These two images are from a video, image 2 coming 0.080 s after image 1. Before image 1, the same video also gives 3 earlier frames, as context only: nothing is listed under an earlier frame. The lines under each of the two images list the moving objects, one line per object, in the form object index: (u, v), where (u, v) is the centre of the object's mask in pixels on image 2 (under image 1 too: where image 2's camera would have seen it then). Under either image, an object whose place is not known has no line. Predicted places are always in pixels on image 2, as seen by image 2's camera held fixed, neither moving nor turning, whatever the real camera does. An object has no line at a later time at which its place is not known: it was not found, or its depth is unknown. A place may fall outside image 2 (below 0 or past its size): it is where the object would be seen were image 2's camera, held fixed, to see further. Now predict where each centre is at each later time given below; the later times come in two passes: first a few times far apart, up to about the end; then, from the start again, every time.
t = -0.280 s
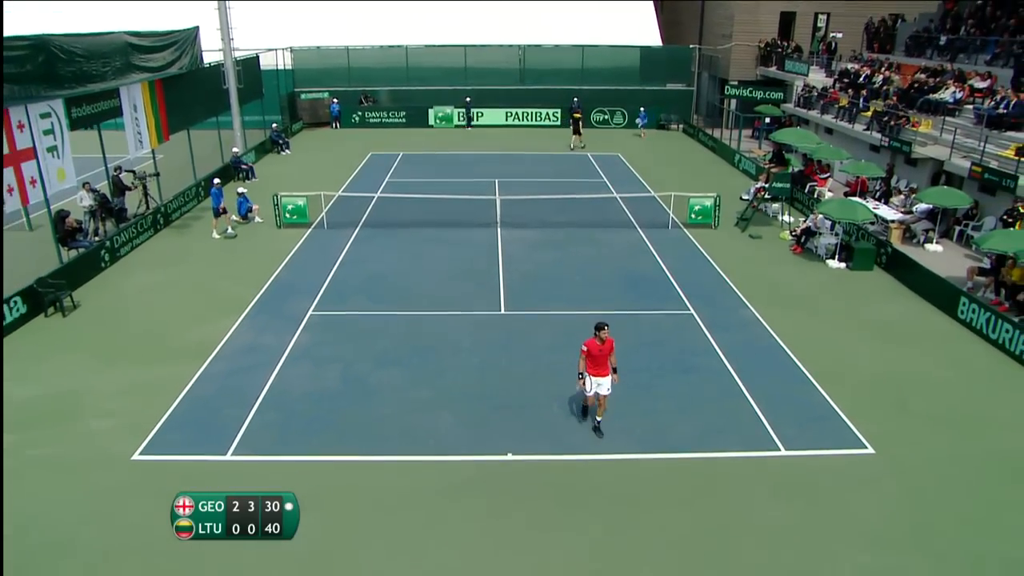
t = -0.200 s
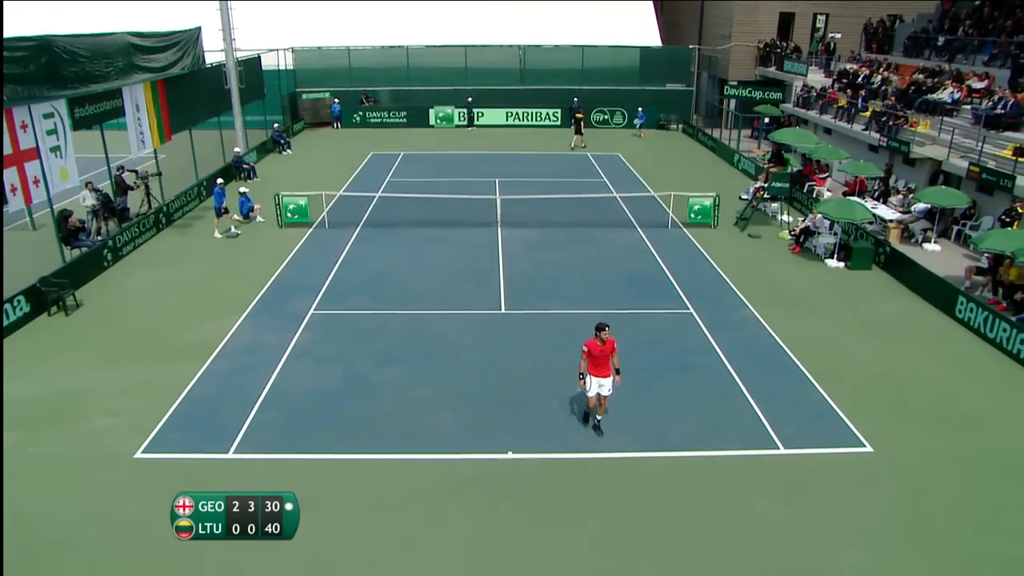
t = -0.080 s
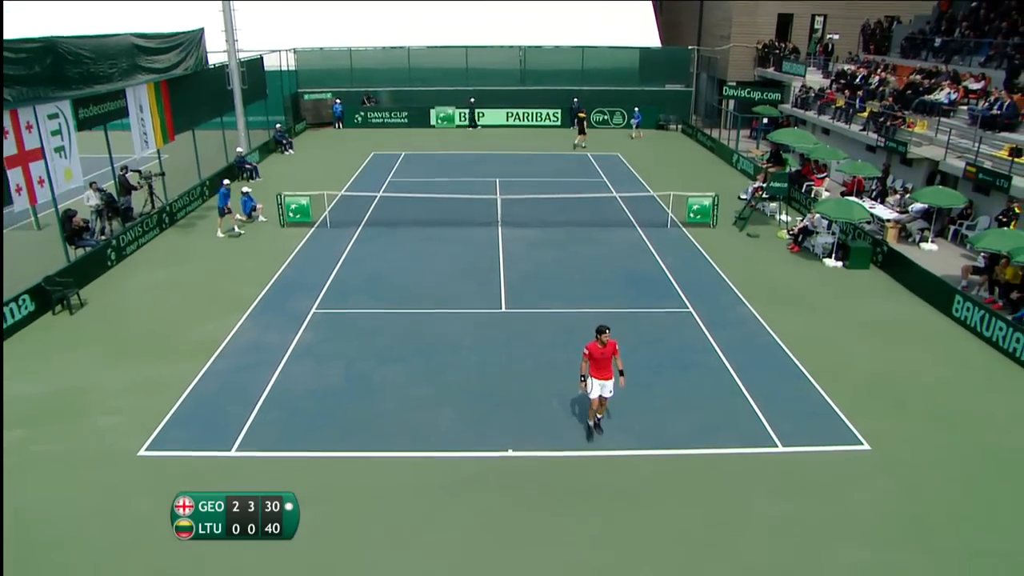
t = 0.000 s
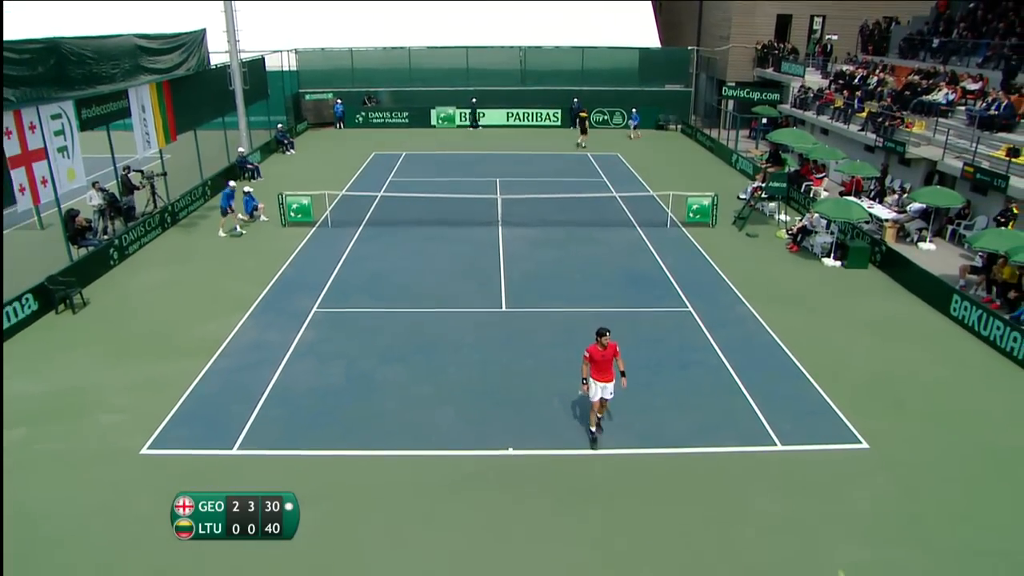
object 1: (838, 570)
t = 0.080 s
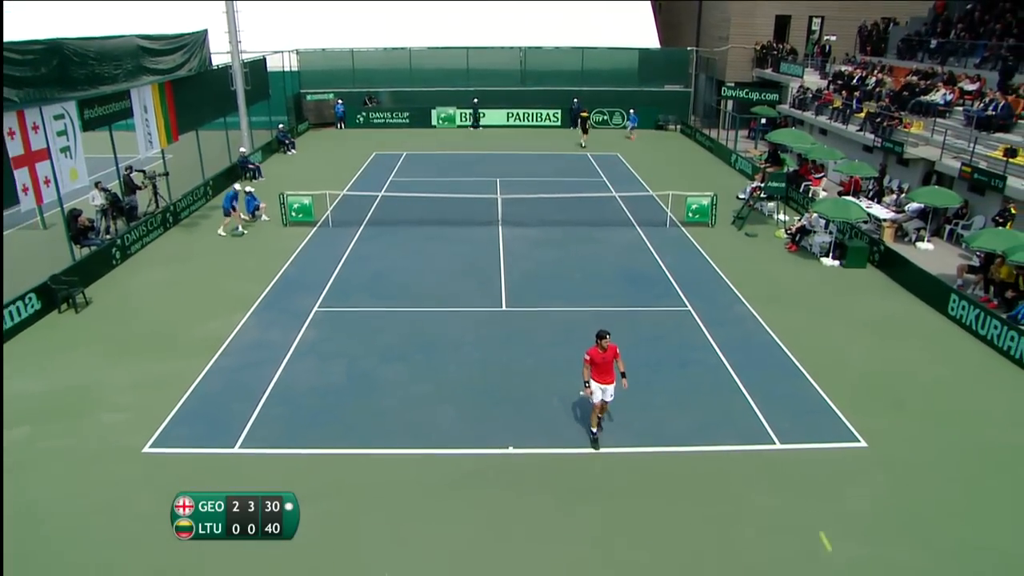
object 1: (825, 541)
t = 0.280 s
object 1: (781, 470)
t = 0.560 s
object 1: (718, 424)
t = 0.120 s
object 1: (816, 524)
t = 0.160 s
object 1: (808, 509)
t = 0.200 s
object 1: (799, 495)
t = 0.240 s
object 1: (790, 482)
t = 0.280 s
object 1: (781, 470)
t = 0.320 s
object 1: (772, 460)
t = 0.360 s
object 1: (765, 453)
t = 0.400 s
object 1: (753, 443)
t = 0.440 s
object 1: (745, 437)
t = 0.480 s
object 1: (736, 431)
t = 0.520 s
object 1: (727, 427)
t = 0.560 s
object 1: (718, 424)
